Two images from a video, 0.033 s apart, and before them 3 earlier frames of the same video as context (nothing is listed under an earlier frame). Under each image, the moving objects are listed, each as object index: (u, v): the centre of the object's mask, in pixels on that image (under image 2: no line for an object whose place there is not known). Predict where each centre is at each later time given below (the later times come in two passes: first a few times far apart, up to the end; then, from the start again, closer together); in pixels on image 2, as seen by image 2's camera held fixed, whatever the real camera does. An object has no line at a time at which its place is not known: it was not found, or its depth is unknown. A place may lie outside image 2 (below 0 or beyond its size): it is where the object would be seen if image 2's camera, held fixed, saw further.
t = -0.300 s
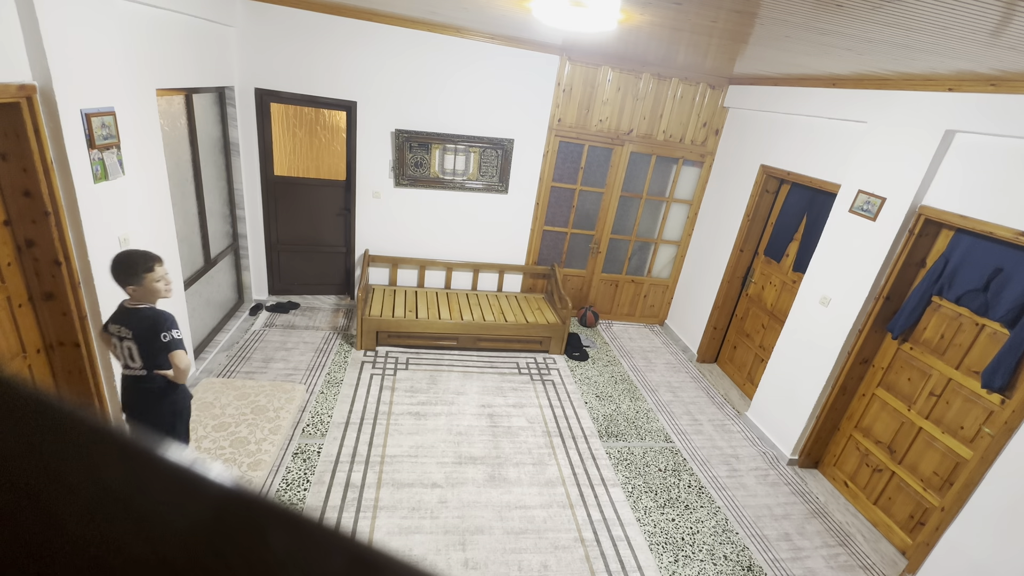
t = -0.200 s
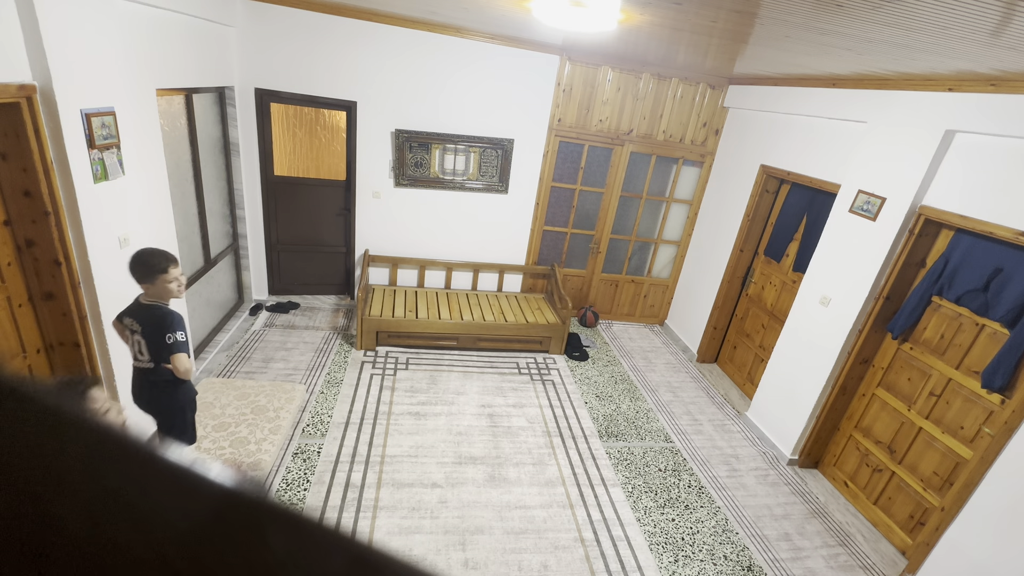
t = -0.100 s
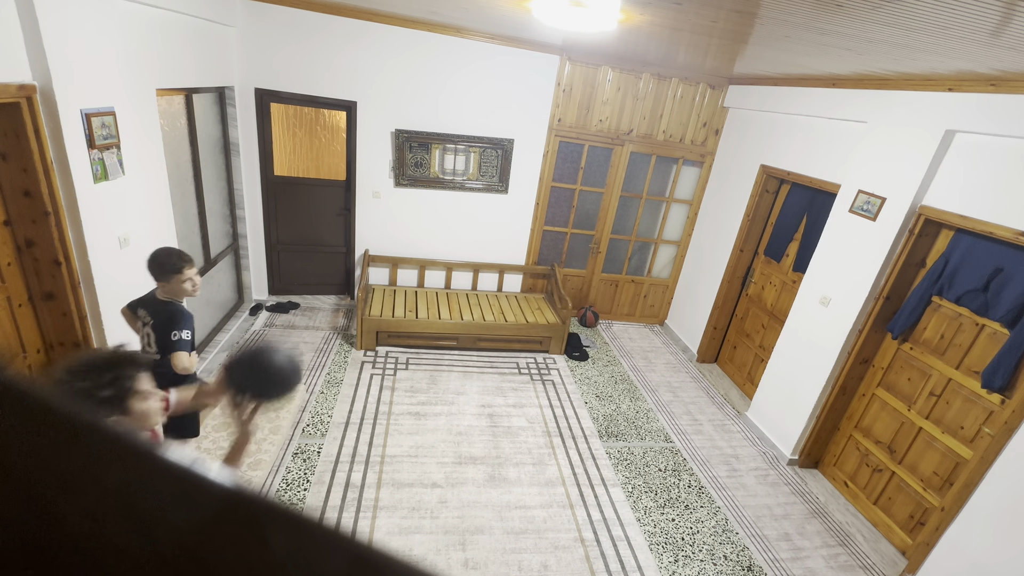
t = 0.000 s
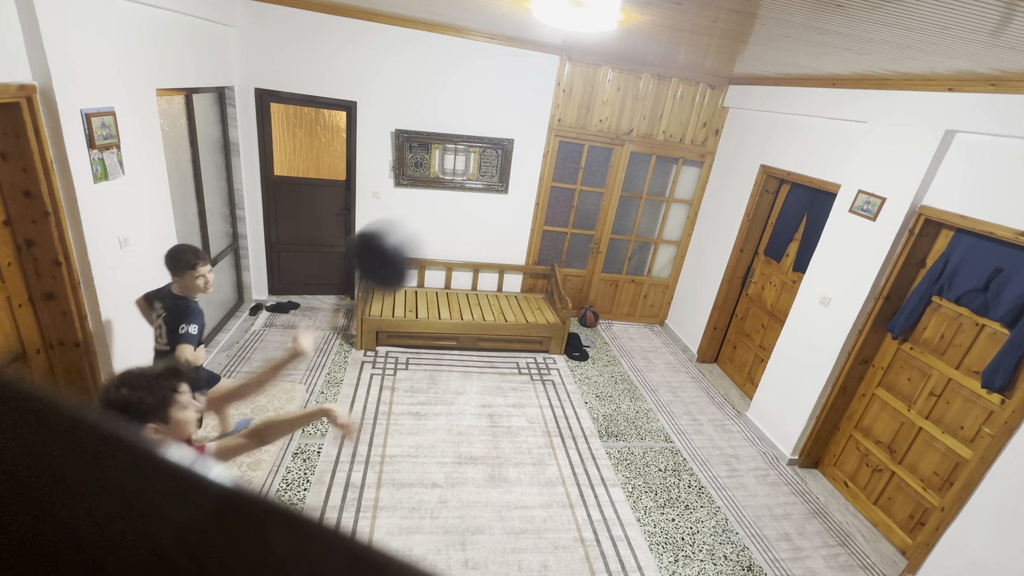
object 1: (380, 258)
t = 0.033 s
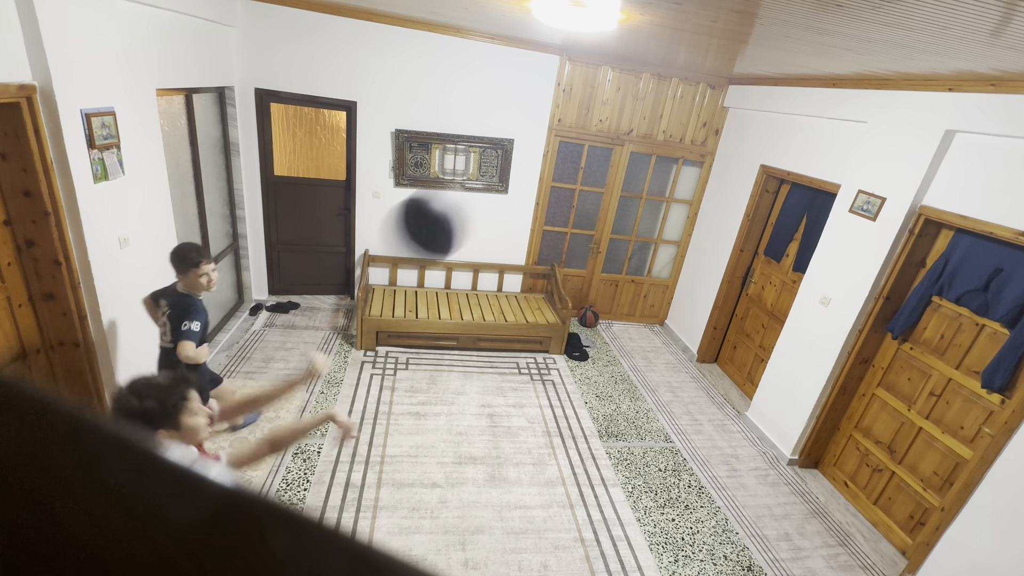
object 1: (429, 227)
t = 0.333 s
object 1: (779, 101)
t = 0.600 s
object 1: (933, 206)
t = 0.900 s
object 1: (952, 398)
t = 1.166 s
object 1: (745, 481)
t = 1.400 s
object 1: (658, 401)
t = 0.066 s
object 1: (477, 194)
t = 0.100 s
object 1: (522, 164)
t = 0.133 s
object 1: (563, 144)
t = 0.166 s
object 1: (604, 129)
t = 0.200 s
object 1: (643, 117)
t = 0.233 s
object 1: (681, 106)
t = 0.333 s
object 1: (779, 101)
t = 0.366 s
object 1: (808, 107)
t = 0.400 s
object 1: (835, 114)
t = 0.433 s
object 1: (857, 122)
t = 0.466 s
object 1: (876, 136)
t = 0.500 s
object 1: (892, 152)
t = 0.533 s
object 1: (906, 169)
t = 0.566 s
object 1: (920, 187)
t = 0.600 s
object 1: (933, 206)
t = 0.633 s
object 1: (940, 223)
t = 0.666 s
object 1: (944, 247)
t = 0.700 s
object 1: (949, 270)
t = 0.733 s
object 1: (954, 288)
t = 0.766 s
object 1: (960, 310)
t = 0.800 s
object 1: (960, 335)
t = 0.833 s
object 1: (958, 356)
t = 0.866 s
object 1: (958, 381)
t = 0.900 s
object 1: (952, 398)
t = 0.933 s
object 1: (920, 410)
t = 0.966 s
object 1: (888, 425)
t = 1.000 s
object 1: (859, 441)
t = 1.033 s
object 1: (829, 459)
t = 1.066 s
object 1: (803, 474)
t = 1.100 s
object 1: (776, 491)
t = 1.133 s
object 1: (756, 499)
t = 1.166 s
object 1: (745, 481)
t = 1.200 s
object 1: (734, 467)
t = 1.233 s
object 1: (723, 454)
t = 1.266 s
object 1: (712, 441)
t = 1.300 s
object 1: (701, 429)
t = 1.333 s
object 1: (688, 418)
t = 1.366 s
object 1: (673, 408)
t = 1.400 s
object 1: (658, 401)
